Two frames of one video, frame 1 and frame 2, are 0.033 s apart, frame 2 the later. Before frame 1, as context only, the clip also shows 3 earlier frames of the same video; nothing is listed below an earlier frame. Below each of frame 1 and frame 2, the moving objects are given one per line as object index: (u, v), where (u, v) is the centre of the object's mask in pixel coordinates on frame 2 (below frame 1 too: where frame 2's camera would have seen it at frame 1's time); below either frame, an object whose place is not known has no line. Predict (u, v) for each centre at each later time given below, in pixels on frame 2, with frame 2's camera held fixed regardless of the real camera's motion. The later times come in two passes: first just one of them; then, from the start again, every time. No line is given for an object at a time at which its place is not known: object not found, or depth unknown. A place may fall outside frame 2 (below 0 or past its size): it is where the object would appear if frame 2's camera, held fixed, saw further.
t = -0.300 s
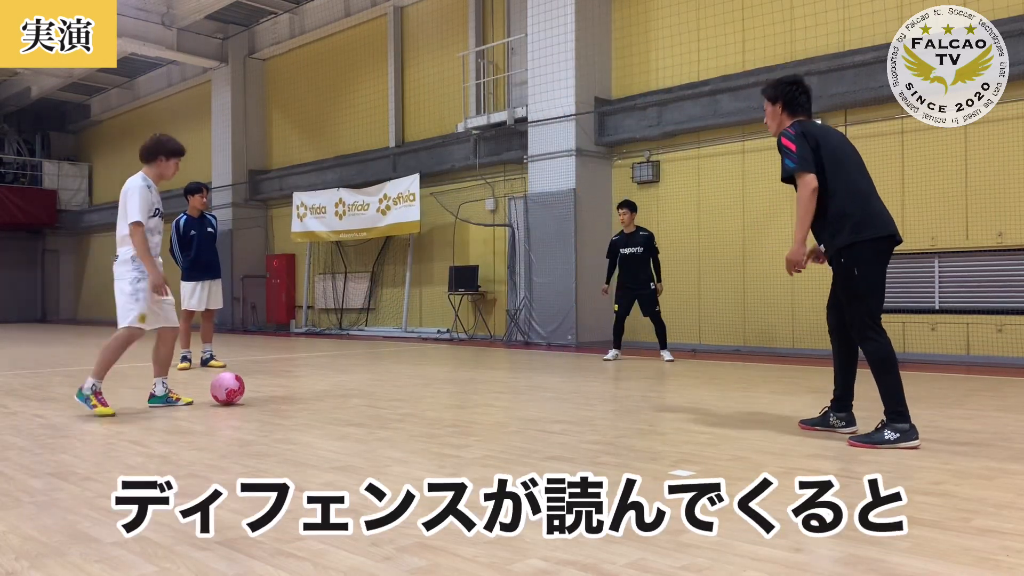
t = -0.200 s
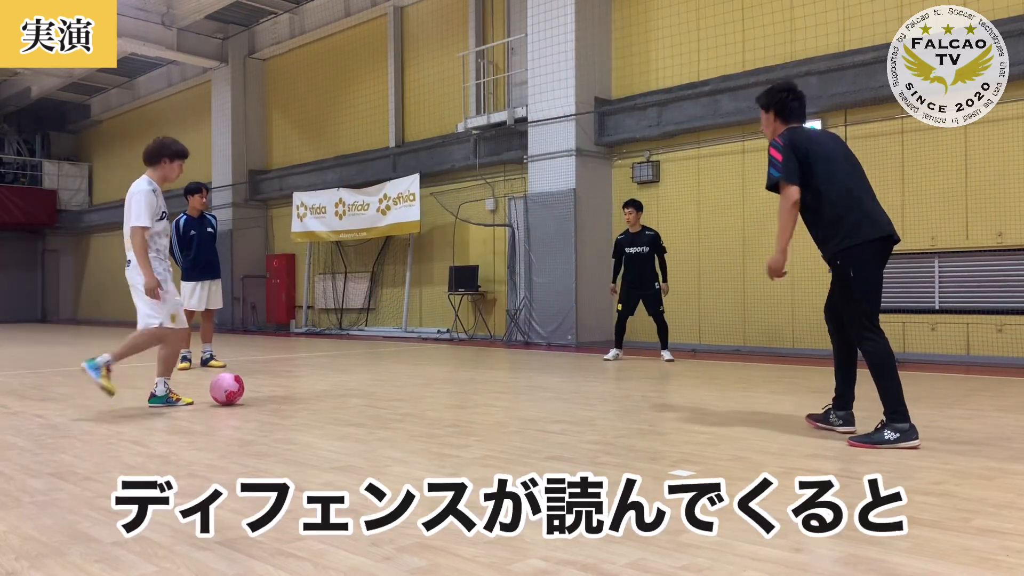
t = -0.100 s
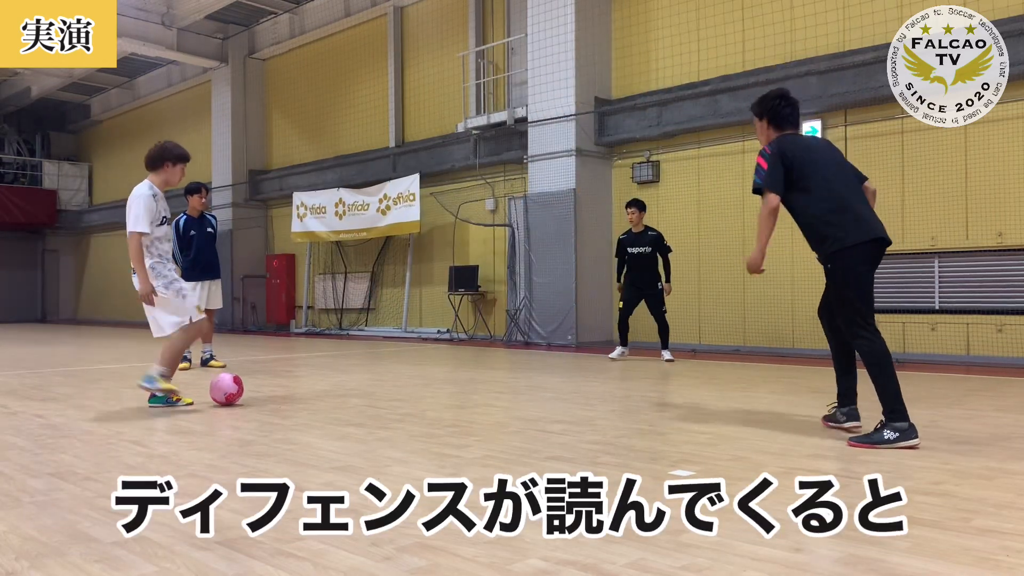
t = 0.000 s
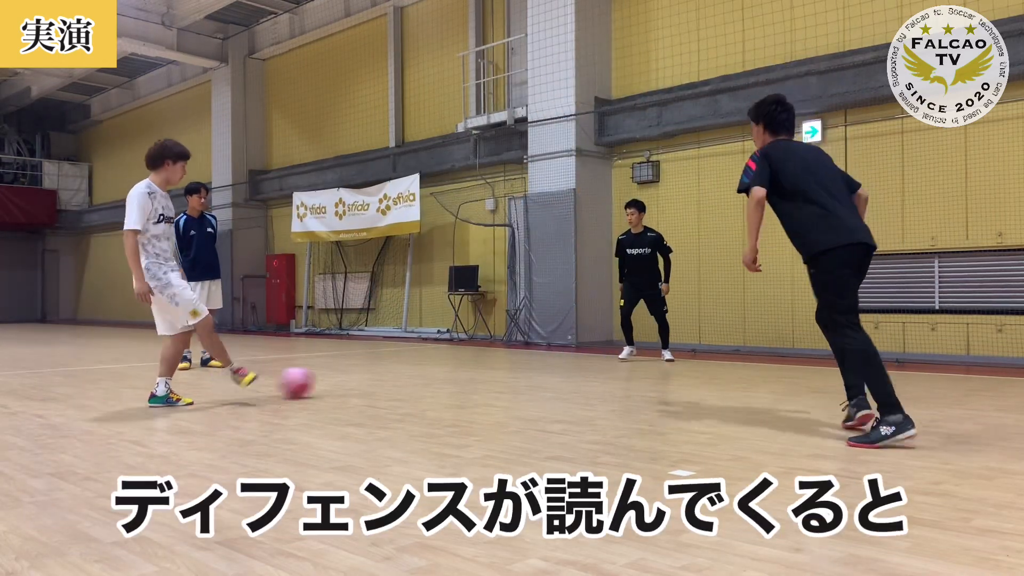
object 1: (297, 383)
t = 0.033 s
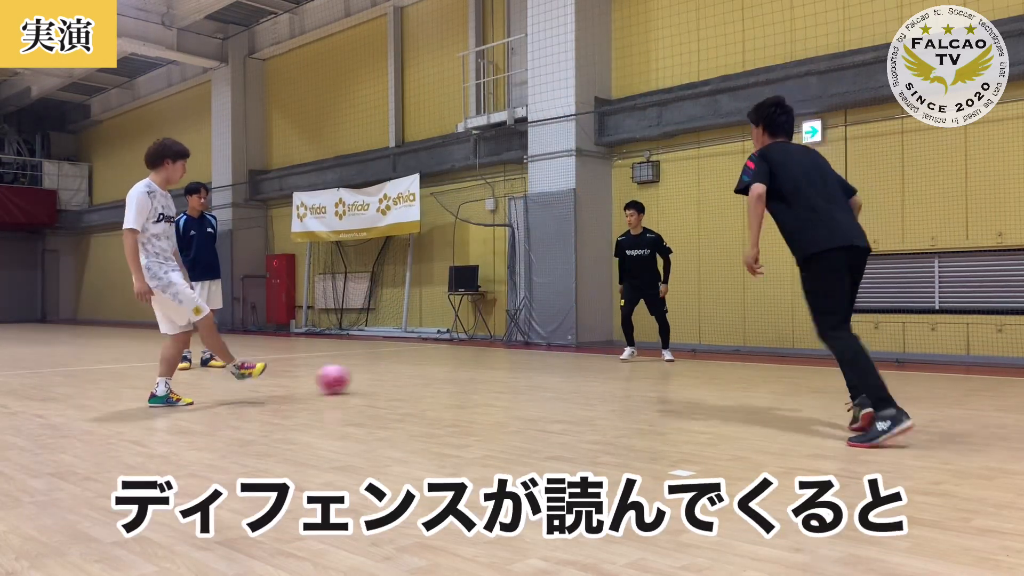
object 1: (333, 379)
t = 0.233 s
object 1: (490, 364)
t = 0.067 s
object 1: (366, 376)
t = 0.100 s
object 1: (396, 373)
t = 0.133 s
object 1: (423, 371)
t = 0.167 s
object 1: (448, 368)
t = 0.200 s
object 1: (470, 366)
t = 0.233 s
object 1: (490, 364)
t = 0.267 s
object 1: (510, 361)
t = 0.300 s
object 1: (527, 360)
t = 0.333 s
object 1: (544, 359)
